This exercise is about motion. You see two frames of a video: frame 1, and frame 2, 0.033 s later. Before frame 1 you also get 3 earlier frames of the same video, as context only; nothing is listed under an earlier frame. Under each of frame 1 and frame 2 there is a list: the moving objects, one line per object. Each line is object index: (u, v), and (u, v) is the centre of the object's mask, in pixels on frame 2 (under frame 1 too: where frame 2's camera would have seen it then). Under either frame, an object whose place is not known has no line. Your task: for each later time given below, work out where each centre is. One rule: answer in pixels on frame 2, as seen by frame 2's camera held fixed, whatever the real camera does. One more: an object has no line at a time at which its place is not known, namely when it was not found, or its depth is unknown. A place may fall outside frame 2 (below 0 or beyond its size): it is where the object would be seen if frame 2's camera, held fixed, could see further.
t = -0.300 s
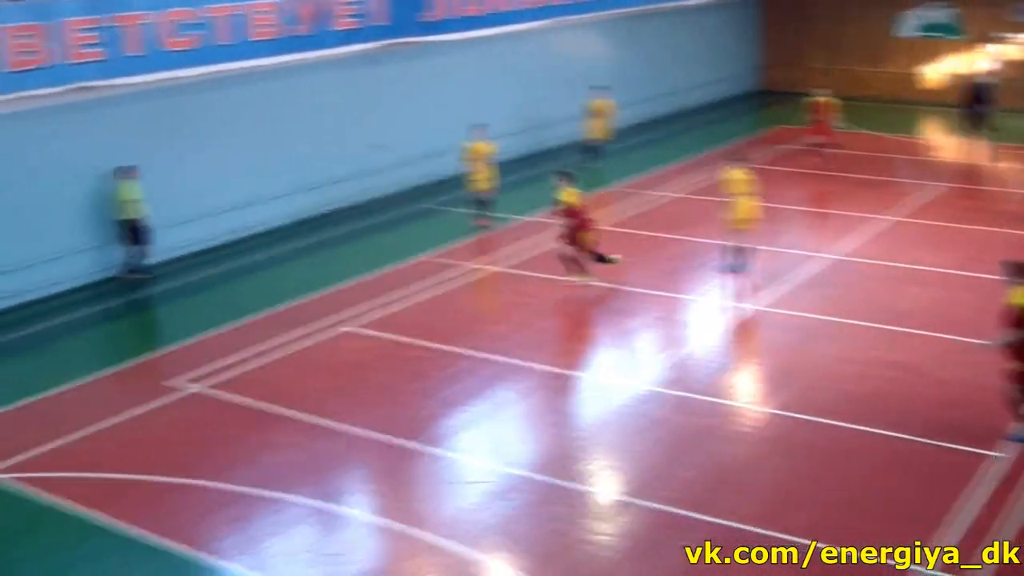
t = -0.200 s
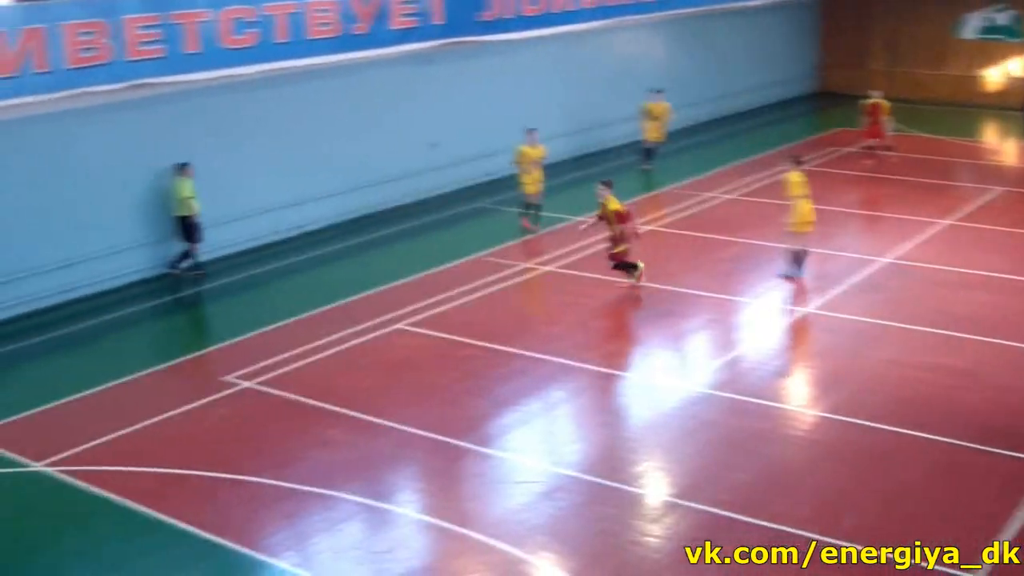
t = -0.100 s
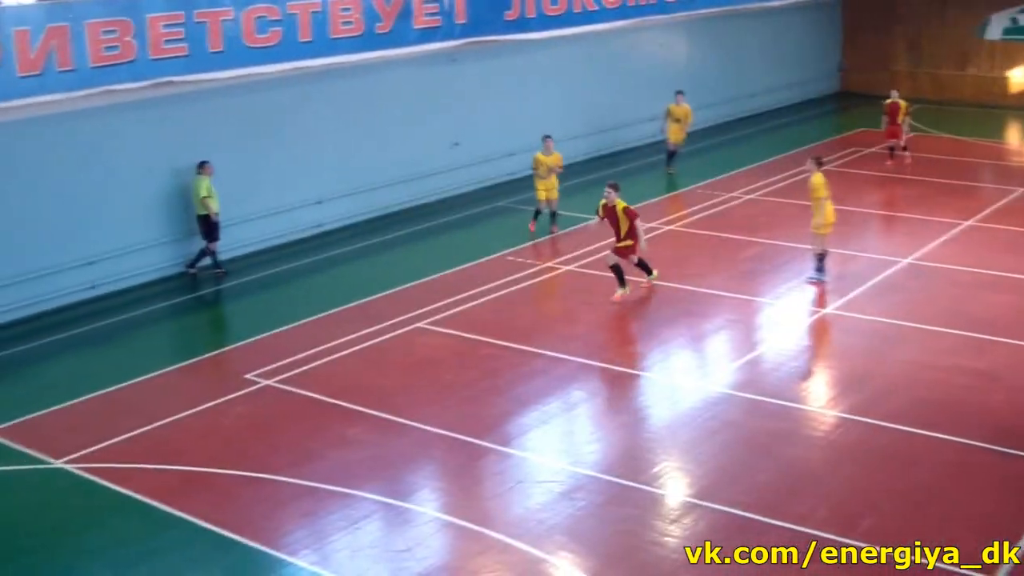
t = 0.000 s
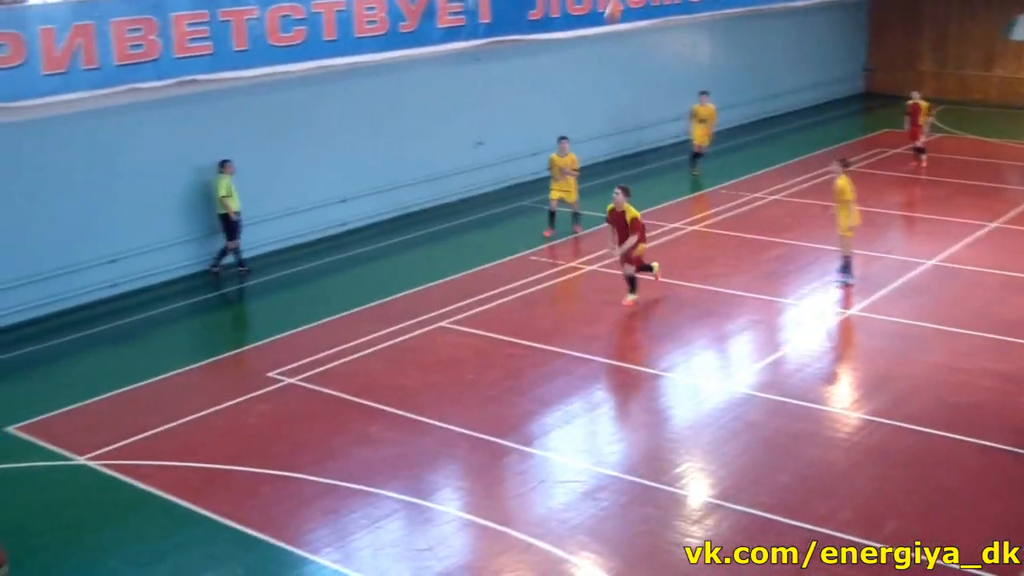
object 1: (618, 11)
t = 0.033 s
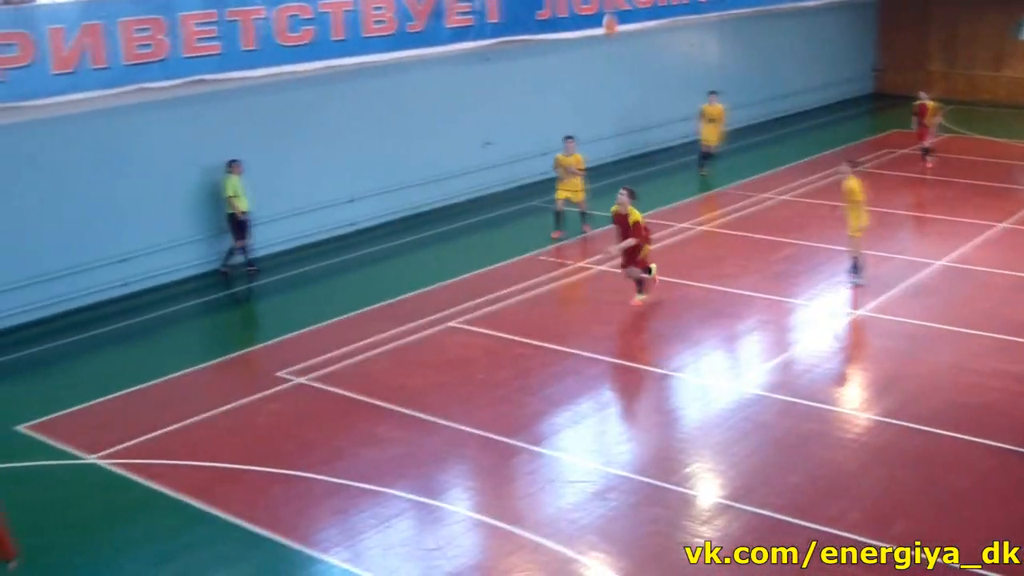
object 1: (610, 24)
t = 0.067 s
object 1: (598, 40)
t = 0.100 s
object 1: (586, 53)
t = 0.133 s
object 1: (577, 67)
